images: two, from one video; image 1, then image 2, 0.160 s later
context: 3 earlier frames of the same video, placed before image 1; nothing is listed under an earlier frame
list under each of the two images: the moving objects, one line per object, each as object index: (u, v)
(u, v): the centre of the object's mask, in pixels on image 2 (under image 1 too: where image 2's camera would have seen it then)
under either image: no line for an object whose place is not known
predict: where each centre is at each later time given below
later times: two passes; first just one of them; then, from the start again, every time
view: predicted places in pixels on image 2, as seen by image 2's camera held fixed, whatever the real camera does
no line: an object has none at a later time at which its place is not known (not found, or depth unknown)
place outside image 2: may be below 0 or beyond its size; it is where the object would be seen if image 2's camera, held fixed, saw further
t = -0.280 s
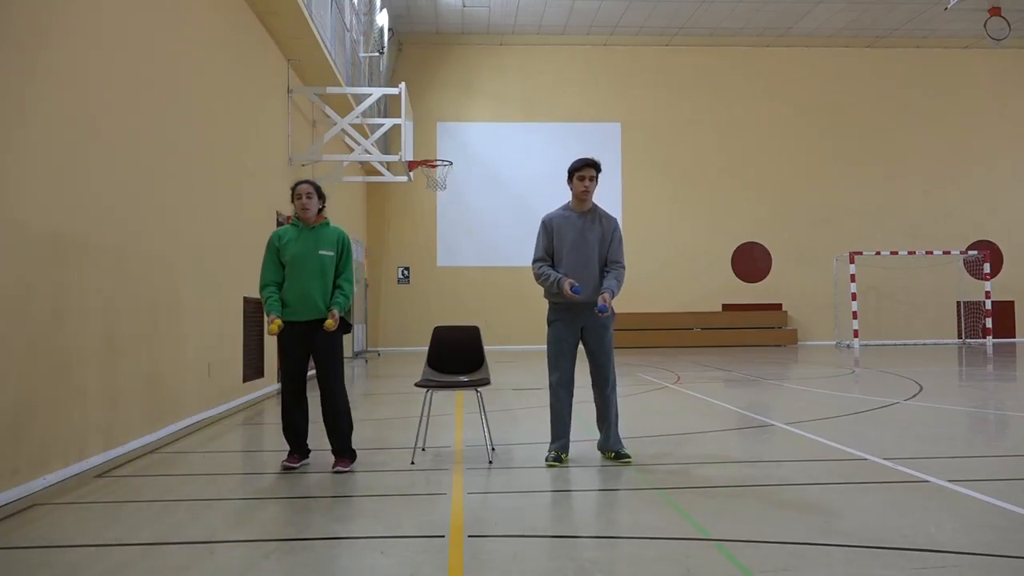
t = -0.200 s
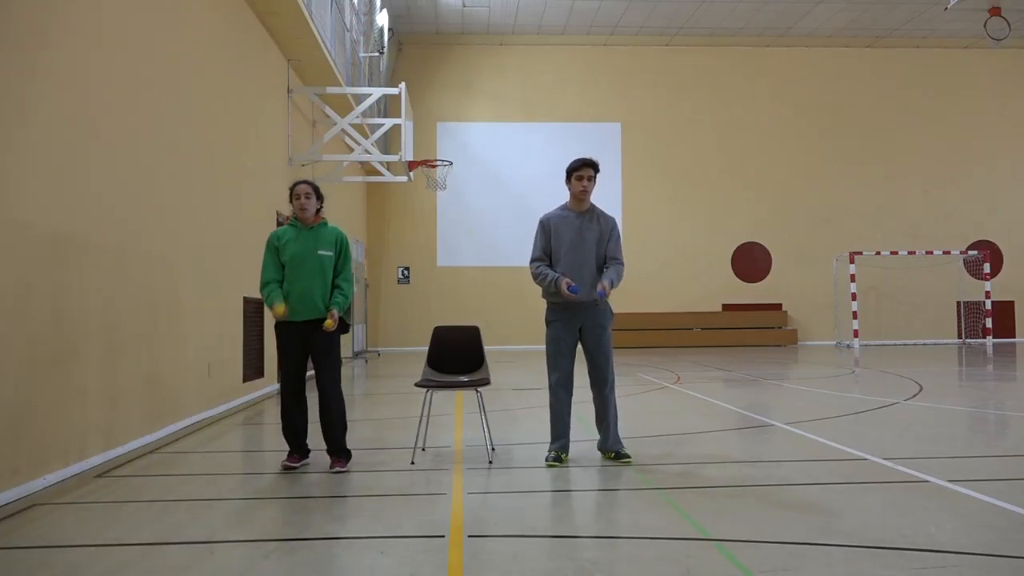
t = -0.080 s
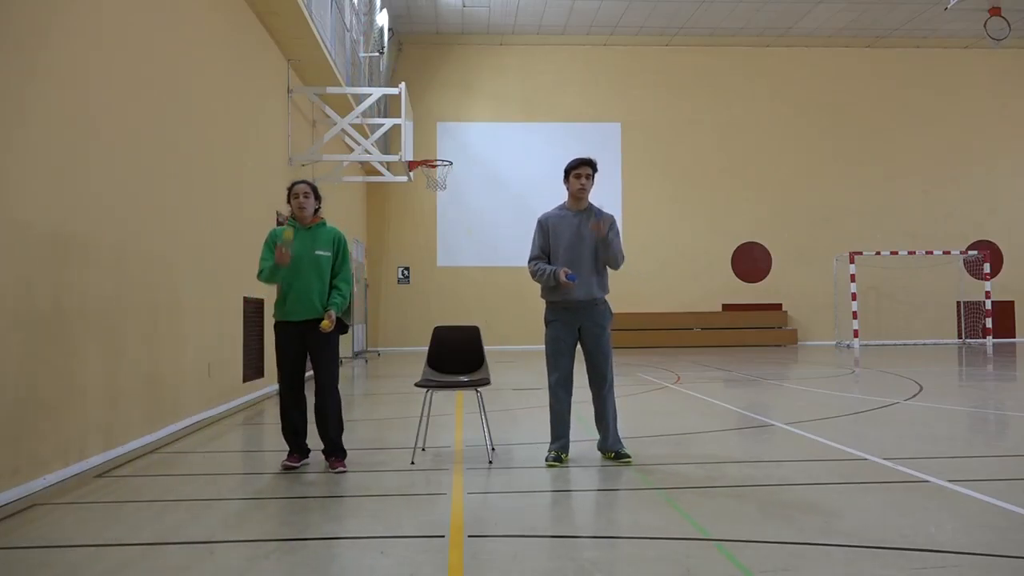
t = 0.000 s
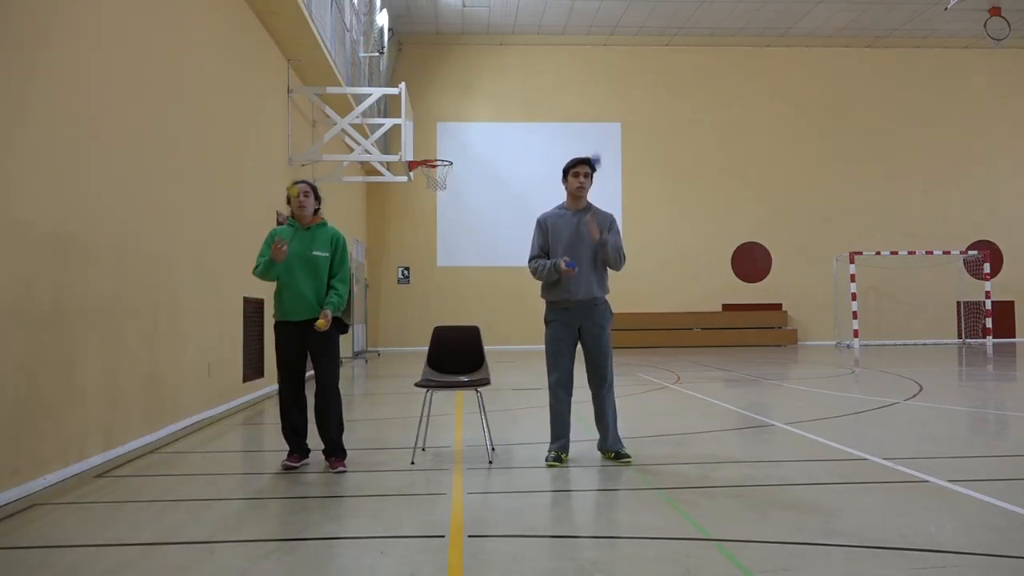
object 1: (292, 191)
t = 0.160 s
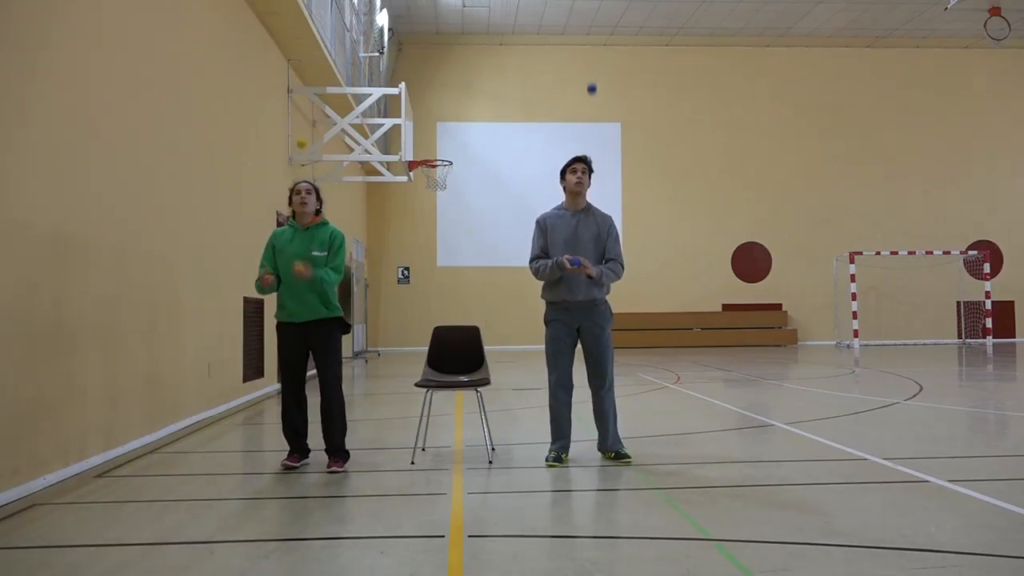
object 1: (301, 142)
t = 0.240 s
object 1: (305, 134)
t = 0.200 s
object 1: (303, 135)
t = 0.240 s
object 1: (305, 134)
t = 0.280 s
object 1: (308, 135)
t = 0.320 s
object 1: (310, 138)
